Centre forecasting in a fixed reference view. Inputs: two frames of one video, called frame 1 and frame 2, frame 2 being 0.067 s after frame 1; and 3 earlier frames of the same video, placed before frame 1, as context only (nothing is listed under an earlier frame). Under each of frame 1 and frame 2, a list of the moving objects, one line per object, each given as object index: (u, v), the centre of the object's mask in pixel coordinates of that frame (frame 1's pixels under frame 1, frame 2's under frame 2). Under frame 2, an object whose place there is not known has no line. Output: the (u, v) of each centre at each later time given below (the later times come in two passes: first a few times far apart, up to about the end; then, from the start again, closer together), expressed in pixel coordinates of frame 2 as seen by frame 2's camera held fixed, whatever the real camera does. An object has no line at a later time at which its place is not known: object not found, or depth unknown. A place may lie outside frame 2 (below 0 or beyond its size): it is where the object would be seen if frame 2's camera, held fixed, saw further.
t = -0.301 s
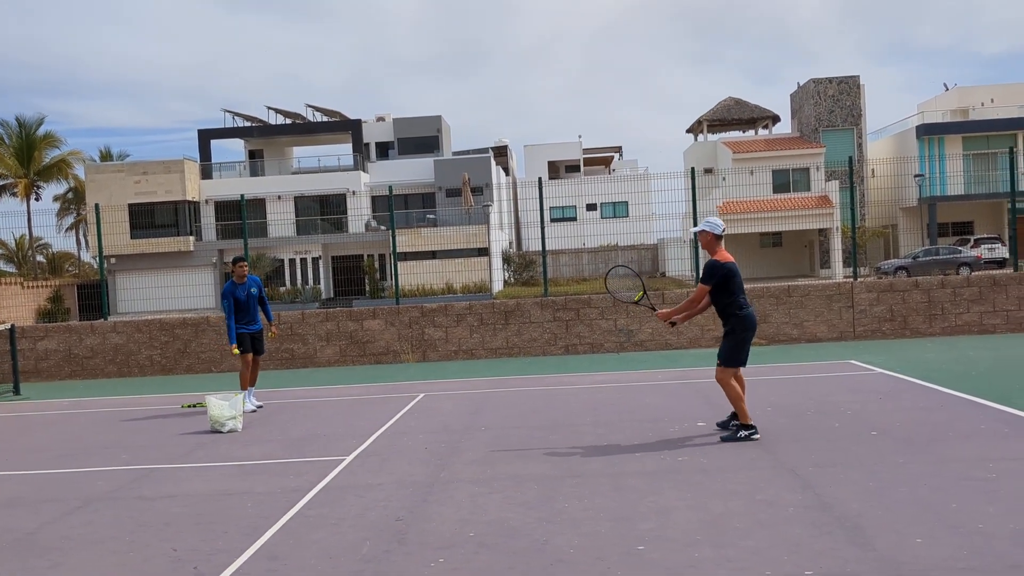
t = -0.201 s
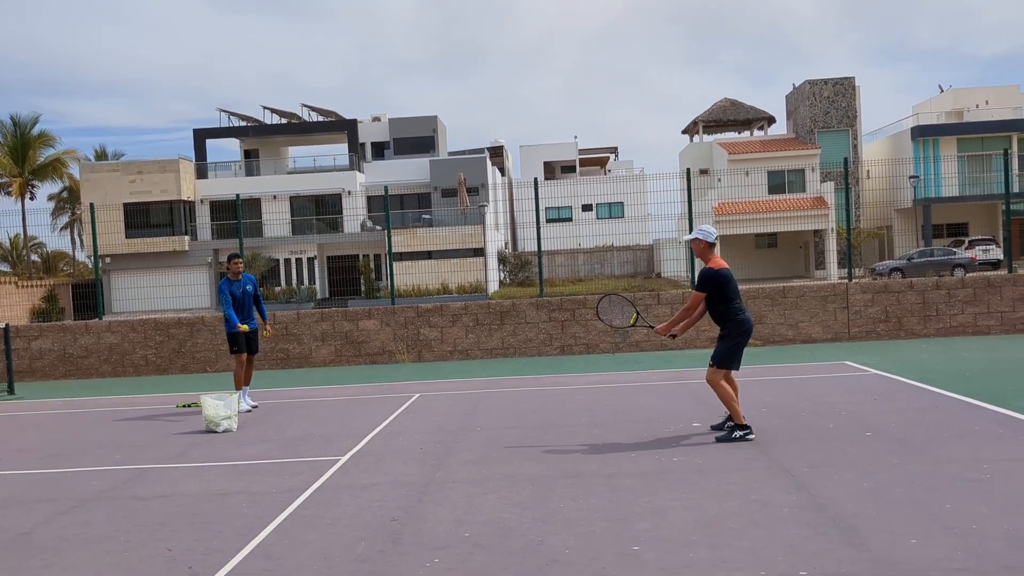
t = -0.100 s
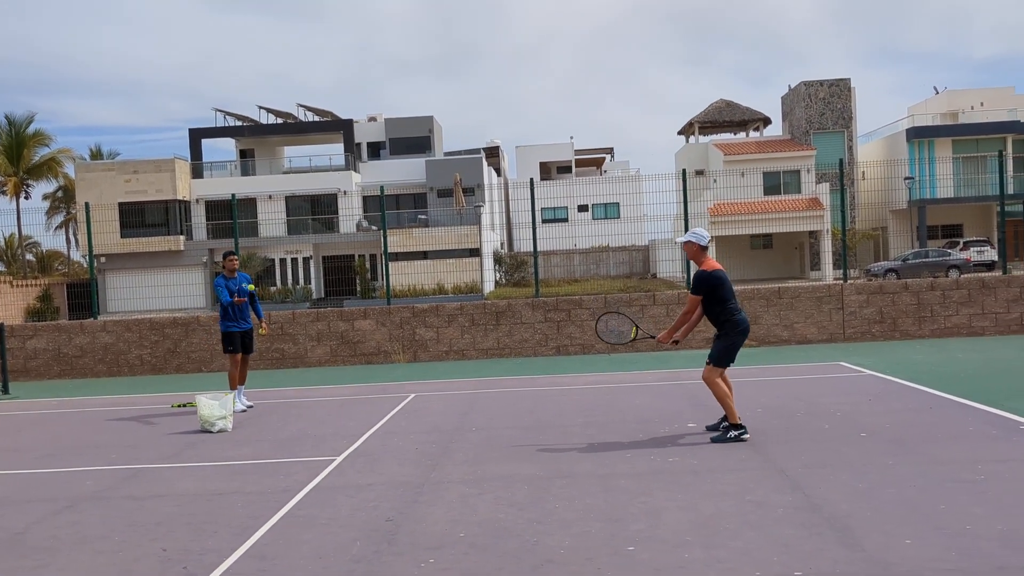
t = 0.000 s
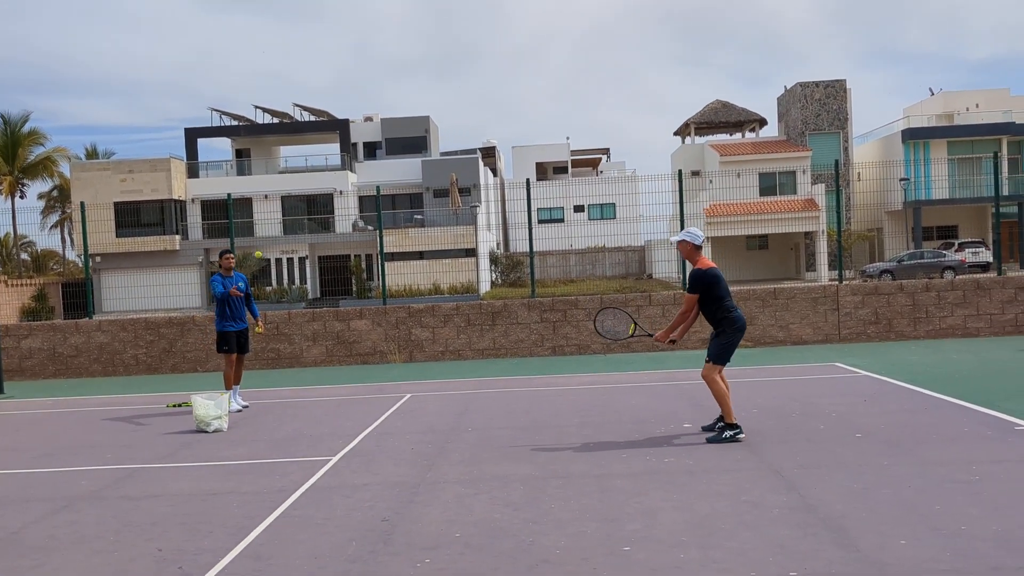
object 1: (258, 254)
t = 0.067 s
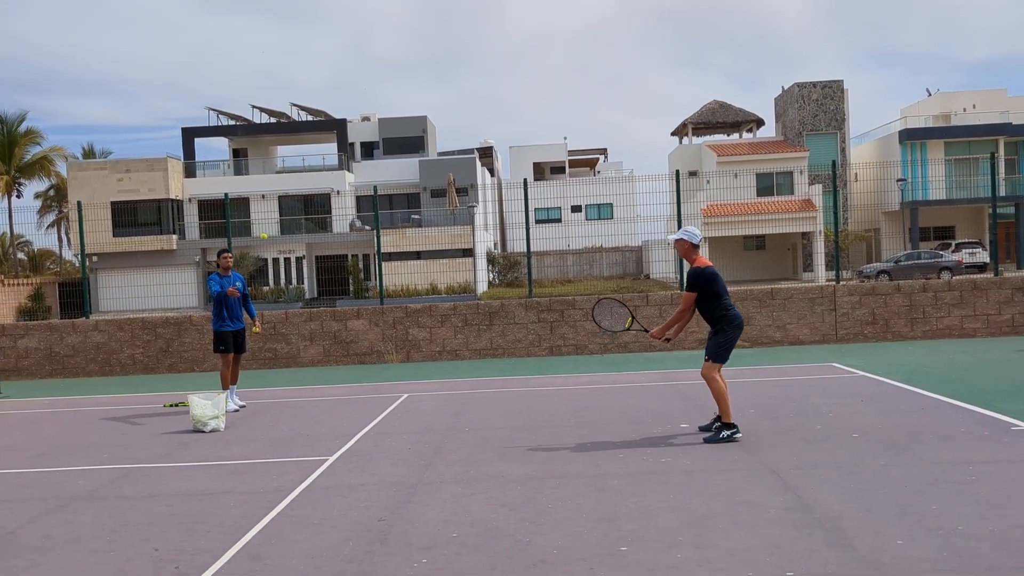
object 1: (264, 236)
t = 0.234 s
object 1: (286, 210)
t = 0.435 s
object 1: (319, 214)
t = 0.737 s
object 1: (377, 309)
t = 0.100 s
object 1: (268, 229)
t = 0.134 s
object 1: (272, 223)
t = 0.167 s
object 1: (277, 218)
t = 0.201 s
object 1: (282, 213)
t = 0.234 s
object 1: (286, 210)
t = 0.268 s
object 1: (291, 208)
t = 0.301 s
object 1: (297, 207)
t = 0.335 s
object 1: (302, 207)
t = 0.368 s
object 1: (307, 208)
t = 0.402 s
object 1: (313, 211)
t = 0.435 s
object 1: (319, 214)
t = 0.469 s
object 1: (324, 219)
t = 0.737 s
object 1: (377, 309)
